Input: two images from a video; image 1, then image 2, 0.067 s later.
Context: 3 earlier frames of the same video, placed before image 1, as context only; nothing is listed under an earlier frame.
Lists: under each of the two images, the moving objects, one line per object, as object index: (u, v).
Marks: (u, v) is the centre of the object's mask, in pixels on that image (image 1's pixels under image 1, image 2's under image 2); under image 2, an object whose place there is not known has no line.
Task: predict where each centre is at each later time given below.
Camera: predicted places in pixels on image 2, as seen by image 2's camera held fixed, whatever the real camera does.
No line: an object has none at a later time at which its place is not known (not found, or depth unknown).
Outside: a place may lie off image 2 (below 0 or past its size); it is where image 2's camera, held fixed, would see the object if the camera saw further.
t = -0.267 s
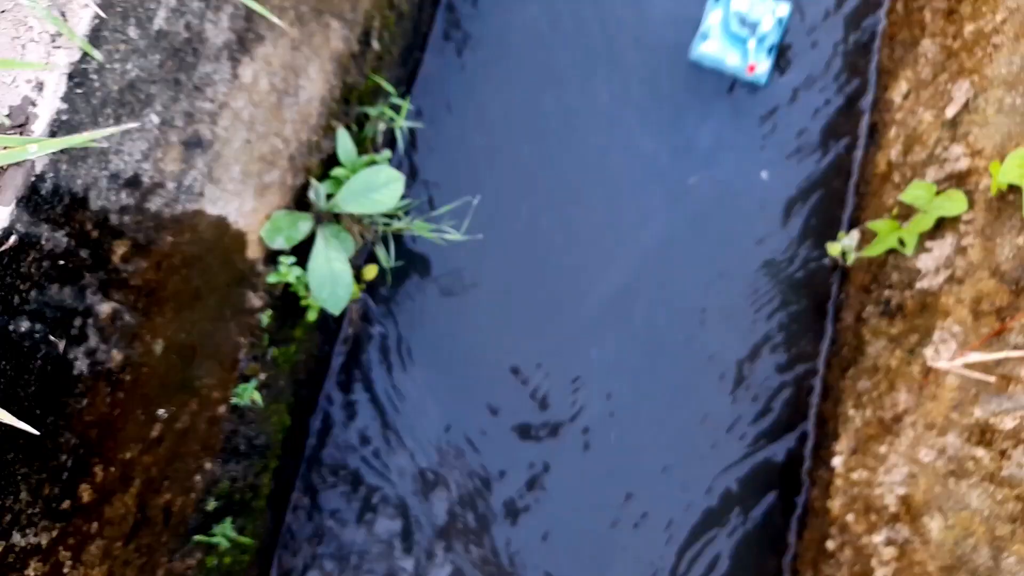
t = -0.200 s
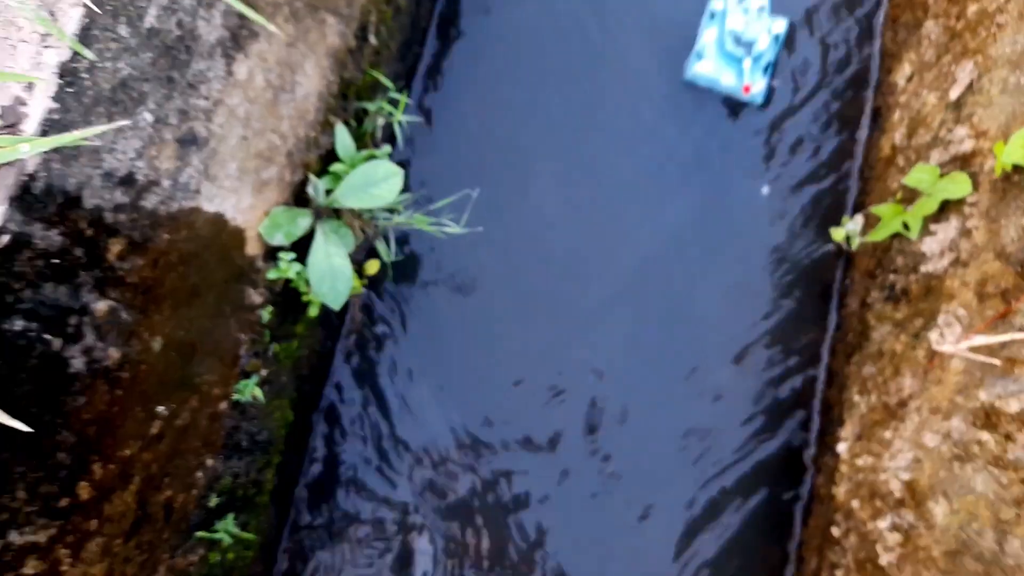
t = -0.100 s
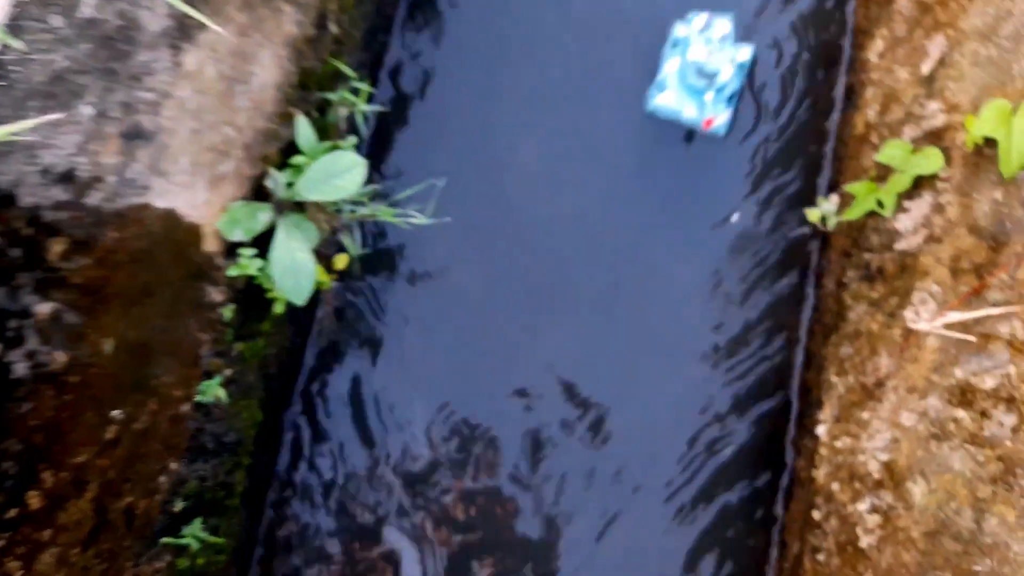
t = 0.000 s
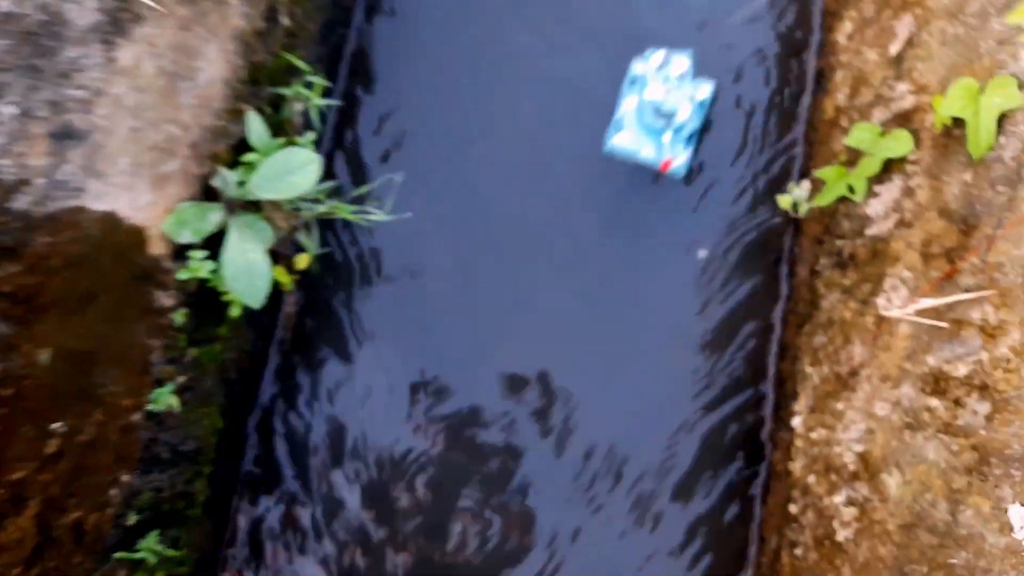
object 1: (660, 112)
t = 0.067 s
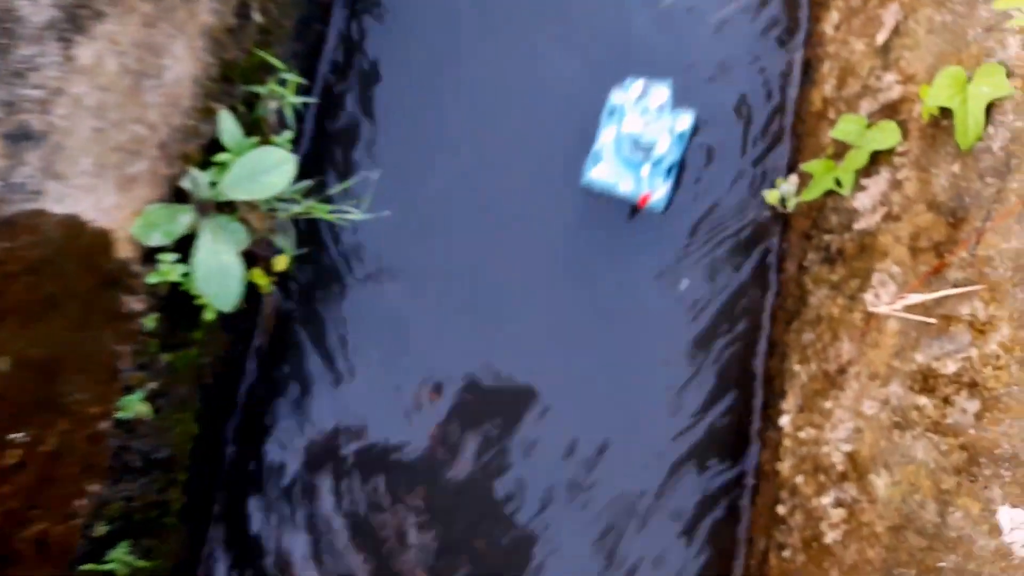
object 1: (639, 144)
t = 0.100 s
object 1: (637, 164)
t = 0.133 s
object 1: (635, 182)
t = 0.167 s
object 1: (632, 201)
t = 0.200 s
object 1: (629, 220)
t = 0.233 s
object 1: (625, 240)
